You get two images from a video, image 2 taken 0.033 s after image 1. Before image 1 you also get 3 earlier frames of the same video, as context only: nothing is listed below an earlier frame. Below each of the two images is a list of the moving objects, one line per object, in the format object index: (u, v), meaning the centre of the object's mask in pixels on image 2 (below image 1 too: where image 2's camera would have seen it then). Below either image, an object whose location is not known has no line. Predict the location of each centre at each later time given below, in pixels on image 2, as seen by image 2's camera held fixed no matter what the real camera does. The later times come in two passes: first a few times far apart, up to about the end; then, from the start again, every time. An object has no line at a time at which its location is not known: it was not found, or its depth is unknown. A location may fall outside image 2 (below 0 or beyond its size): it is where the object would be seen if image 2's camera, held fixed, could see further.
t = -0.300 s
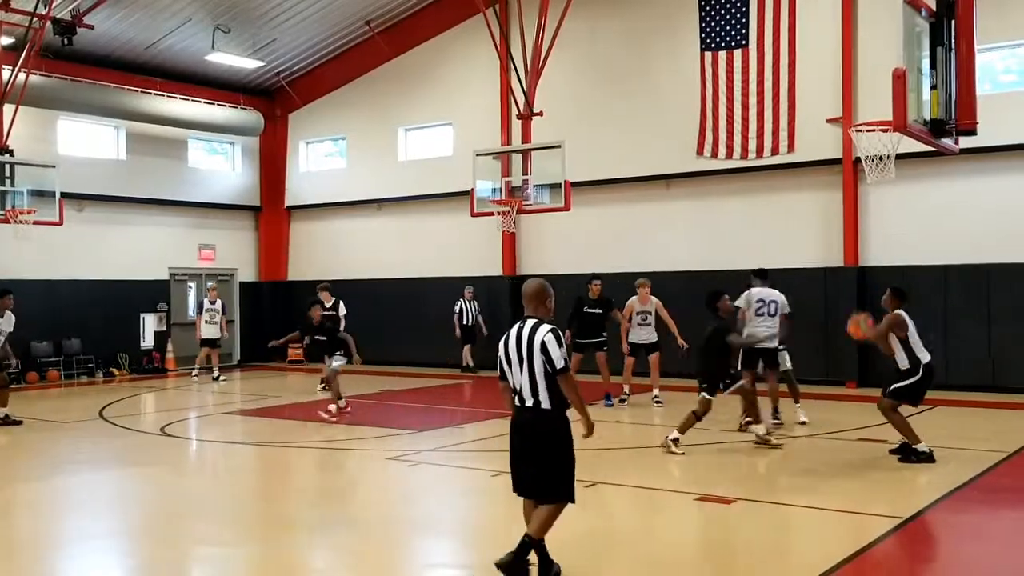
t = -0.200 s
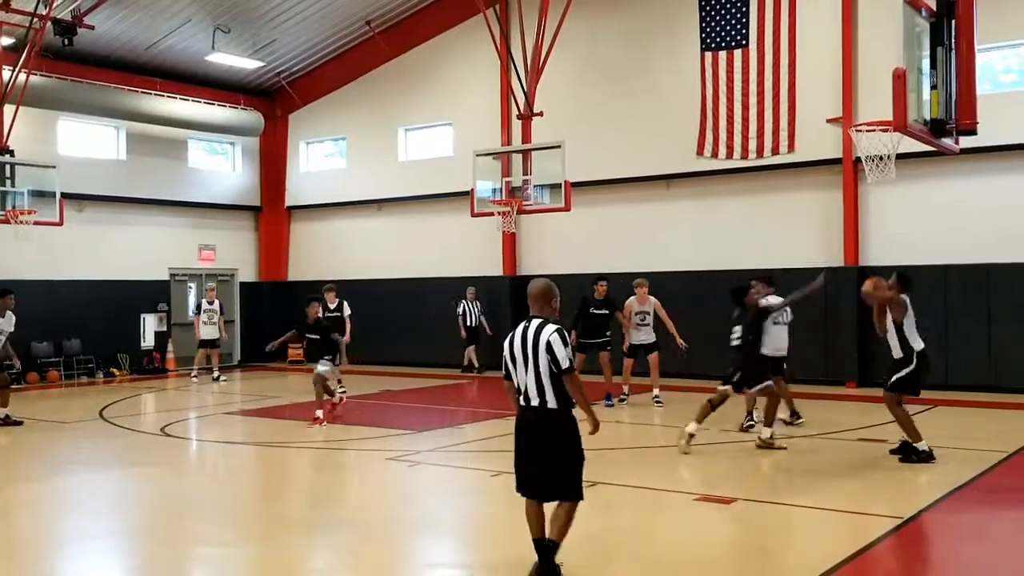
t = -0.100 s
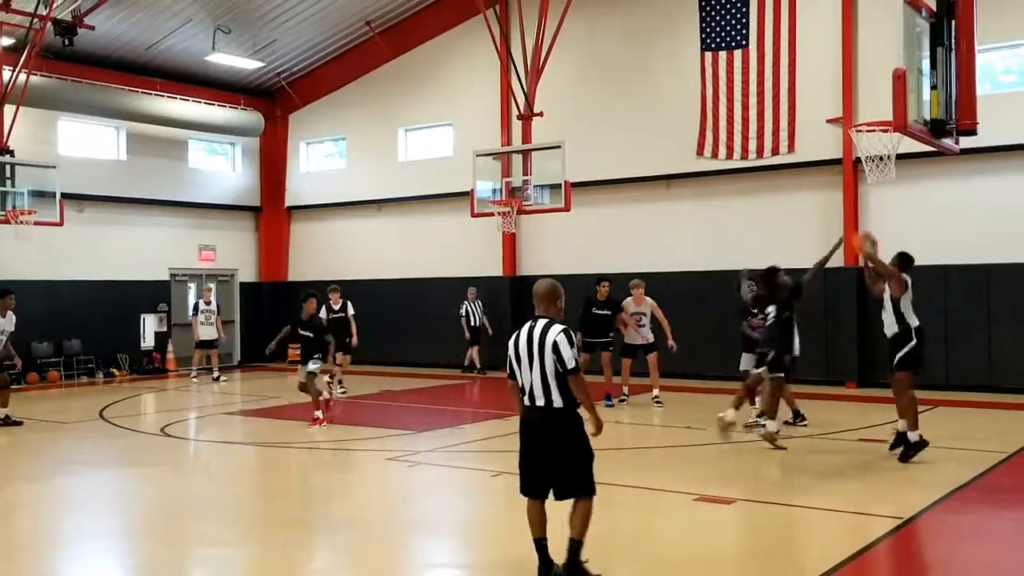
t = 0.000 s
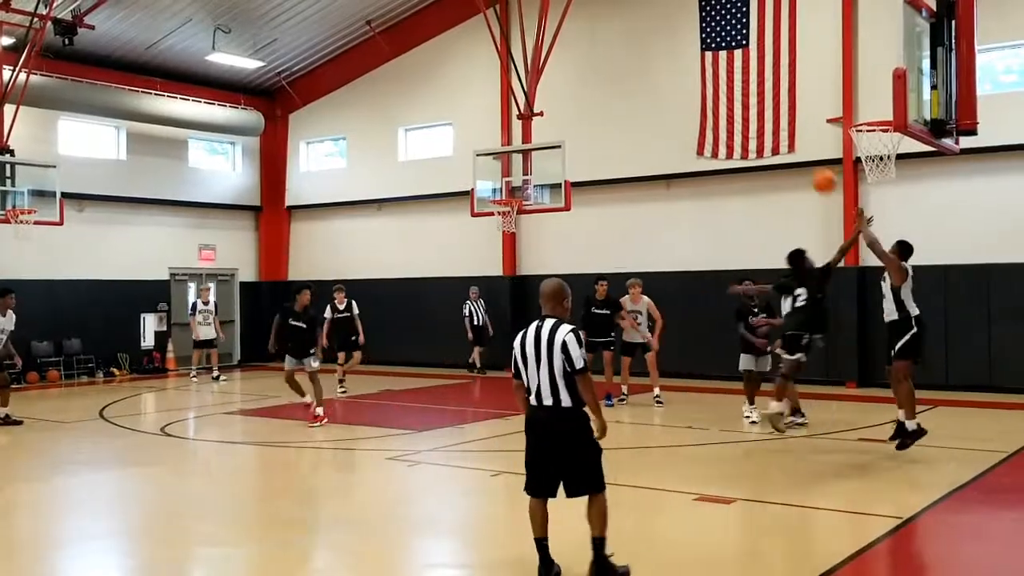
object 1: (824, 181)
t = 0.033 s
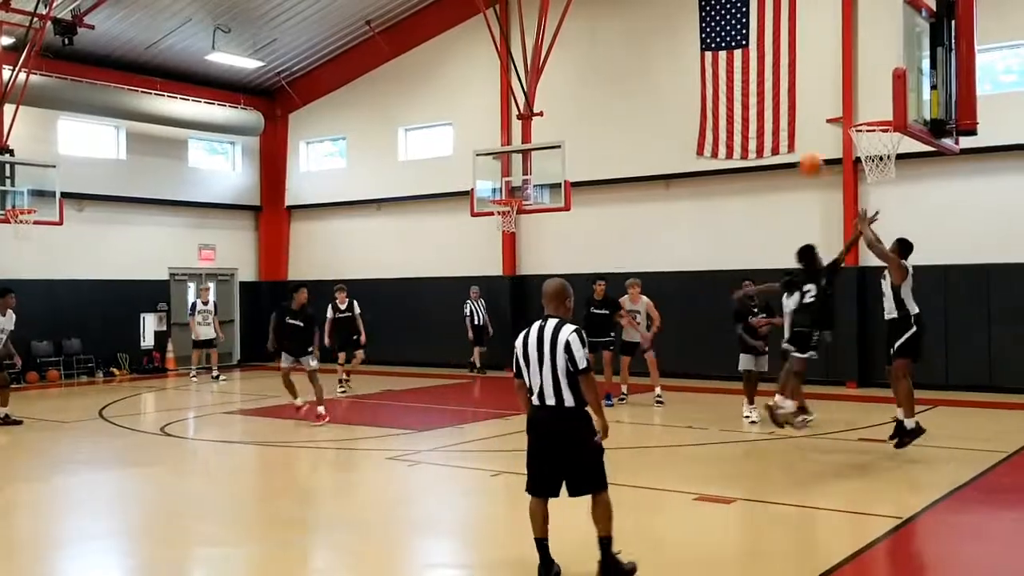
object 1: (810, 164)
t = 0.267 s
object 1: (724, 84)
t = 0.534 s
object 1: (648, 58)
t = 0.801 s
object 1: (587, 83)
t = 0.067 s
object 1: (797, 149)
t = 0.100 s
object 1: (784, 135)
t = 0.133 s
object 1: (770, 123)
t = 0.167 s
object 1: (759, 111)
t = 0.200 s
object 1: (748, 100)
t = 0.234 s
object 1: (737, 92)
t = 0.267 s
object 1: (724, 84)
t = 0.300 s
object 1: (714, 77)
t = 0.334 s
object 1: (704, 71)
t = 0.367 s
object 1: (694, 66)
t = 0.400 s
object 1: (684, 63)
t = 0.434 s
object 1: (675, 60)
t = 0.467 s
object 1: (666, 58)
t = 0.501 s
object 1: (657, 58)
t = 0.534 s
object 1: (648, 58)
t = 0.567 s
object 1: (640, 58)
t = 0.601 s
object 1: (632, 59)
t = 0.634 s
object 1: (624, 61)
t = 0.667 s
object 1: (616, 64)
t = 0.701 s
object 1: (609, 68)
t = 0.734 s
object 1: (601, 72)
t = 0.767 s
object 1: (594, 78)
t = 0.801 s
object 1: (587, 83)
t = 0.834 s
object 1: (580, 90)
